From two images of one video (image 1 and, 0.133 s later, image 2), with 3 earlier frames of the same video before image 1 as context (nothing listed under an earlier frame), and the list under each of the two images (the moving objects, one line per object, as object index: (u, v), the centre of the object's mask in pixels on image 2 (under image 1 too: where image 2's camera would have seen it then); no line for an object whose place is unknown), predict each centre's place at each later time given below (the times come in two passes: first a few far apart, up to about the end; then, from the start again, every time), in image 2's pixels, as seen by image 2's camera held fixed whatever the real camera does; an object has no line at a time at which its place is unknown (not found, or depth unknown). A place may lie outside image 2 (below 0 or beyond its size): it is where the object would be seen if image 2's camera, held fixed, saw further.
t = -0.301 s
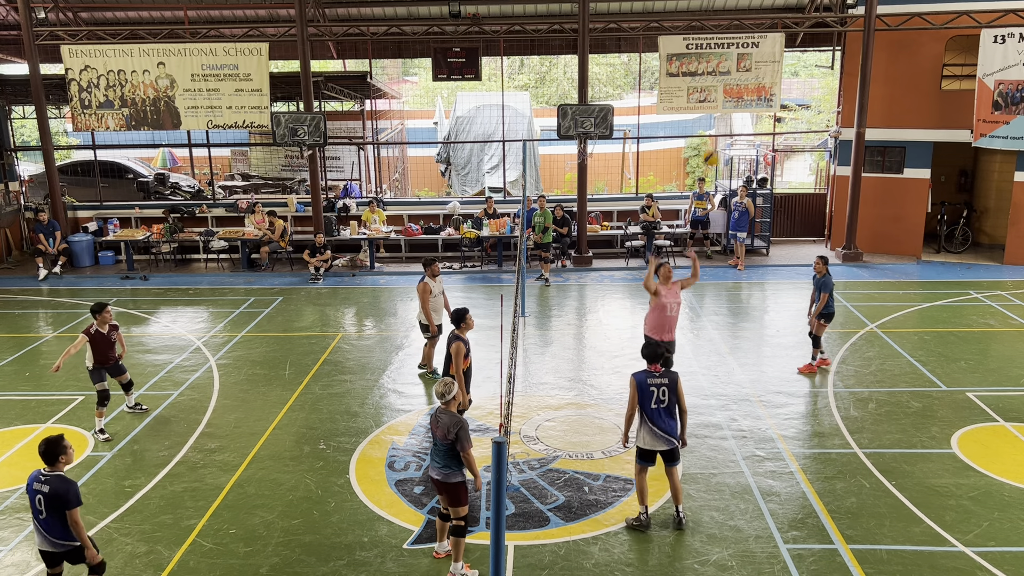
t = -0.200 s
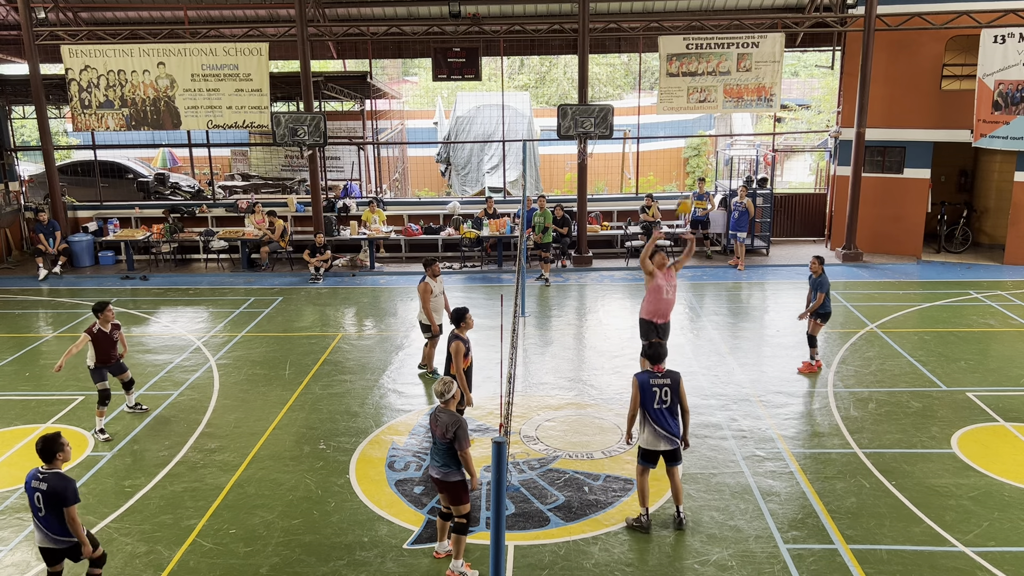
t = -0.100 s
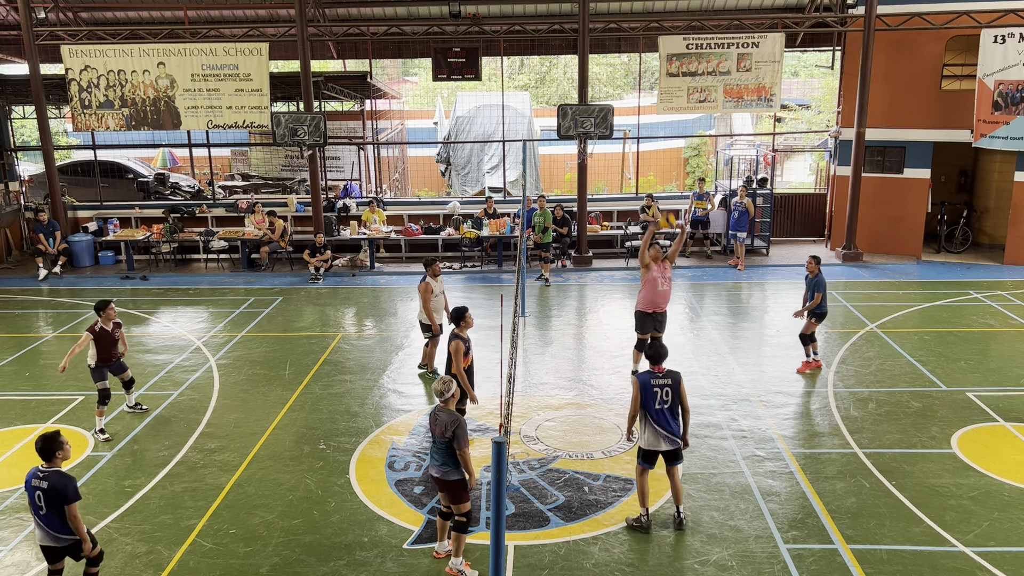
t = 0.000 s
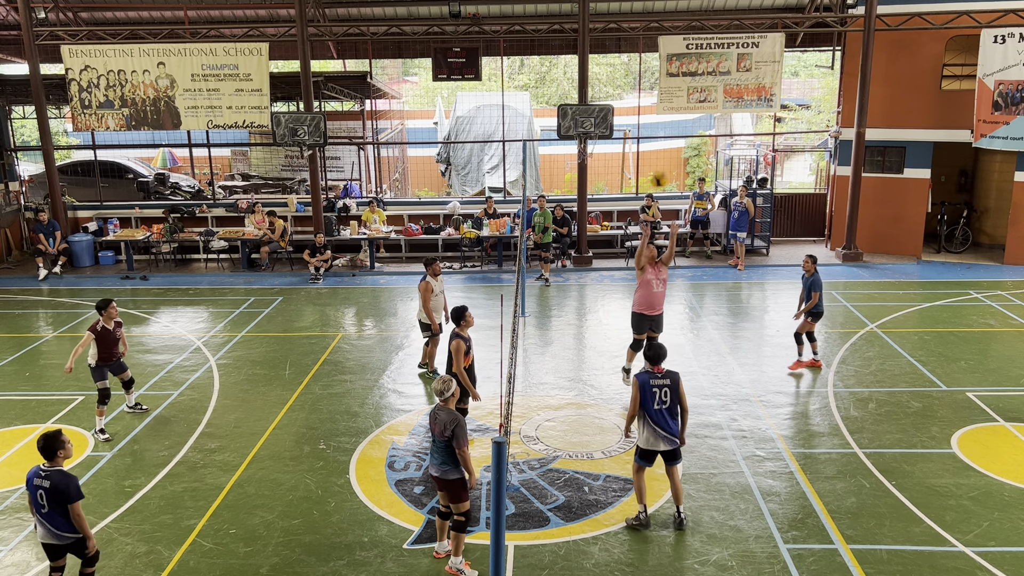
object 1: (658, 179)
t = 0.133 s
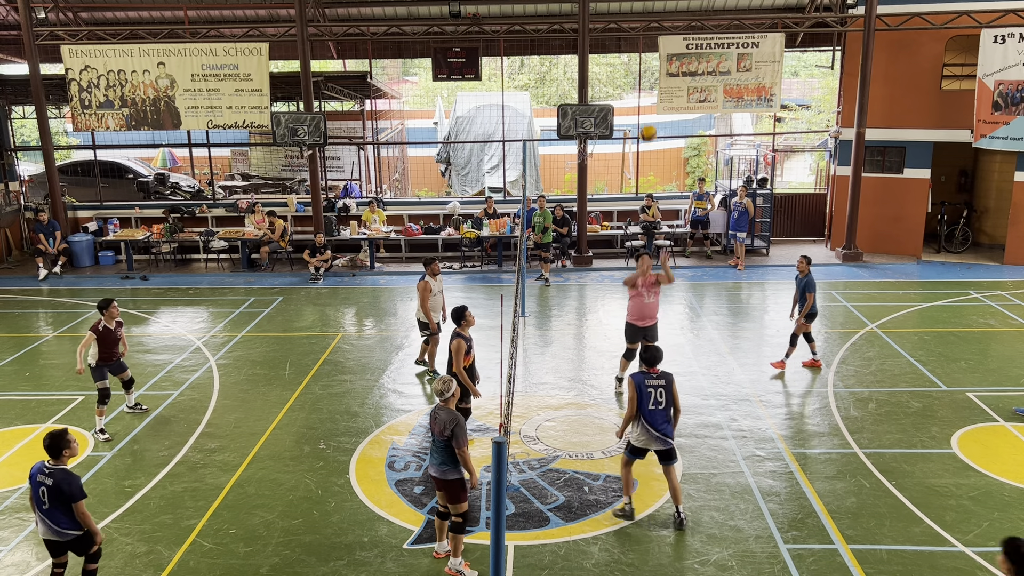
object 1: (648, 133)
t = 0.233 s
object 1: (639, 108)
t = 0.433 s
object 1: (620, 80)
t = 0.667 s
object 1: (595, 94)
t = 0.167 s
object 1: (646, 124)
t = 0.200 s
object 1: (642, 115)
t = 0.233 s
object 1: (639, 108)
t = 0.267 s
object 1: (636, 100)
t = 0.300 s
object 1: (633, 94)
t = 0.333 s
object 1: (630, 89)
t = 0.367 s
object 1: (626, 85)
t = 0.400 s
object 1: (623, 82)
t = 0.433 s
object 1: (620, 80)
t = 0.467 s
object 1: (616, 79)
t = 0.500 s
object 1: (613, 79)
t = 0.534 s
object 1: (609, 80)
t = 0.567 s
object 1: (606, 82)
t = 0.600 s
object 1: (602, 85)
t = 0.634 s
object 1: (599, 89)
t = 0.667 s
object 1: (595, 94)
